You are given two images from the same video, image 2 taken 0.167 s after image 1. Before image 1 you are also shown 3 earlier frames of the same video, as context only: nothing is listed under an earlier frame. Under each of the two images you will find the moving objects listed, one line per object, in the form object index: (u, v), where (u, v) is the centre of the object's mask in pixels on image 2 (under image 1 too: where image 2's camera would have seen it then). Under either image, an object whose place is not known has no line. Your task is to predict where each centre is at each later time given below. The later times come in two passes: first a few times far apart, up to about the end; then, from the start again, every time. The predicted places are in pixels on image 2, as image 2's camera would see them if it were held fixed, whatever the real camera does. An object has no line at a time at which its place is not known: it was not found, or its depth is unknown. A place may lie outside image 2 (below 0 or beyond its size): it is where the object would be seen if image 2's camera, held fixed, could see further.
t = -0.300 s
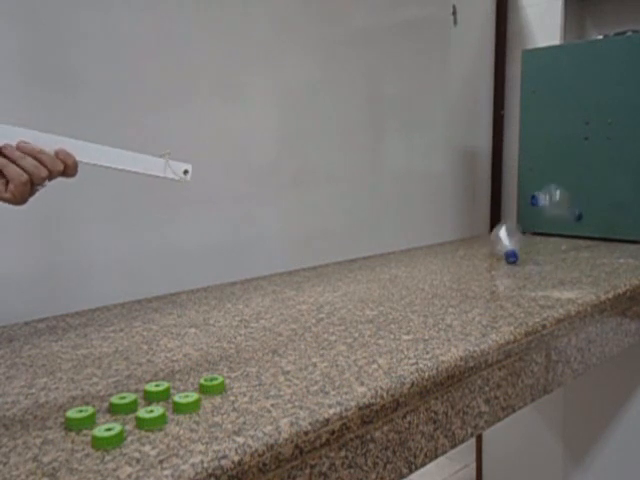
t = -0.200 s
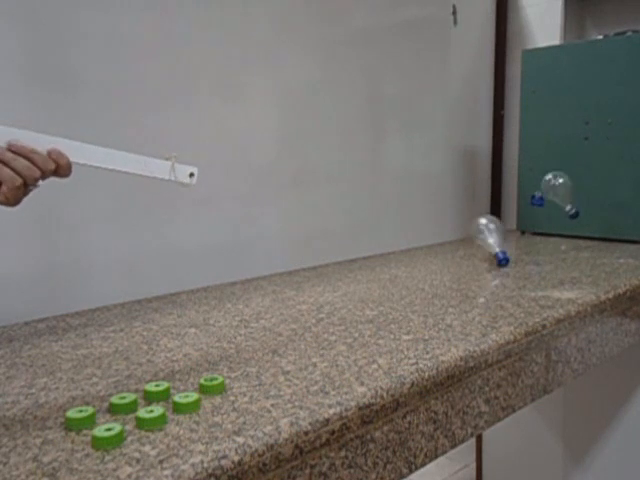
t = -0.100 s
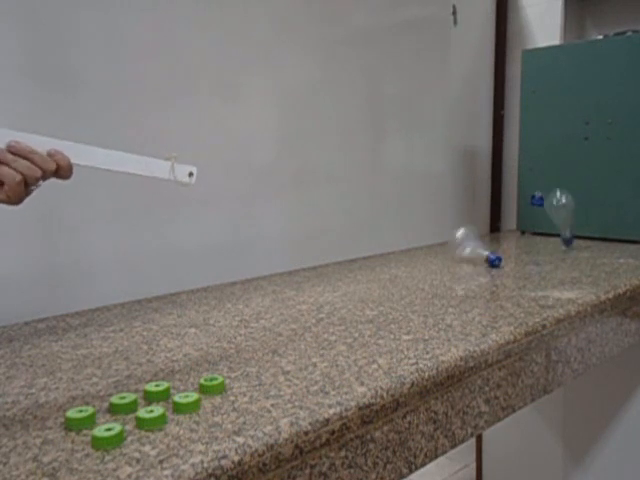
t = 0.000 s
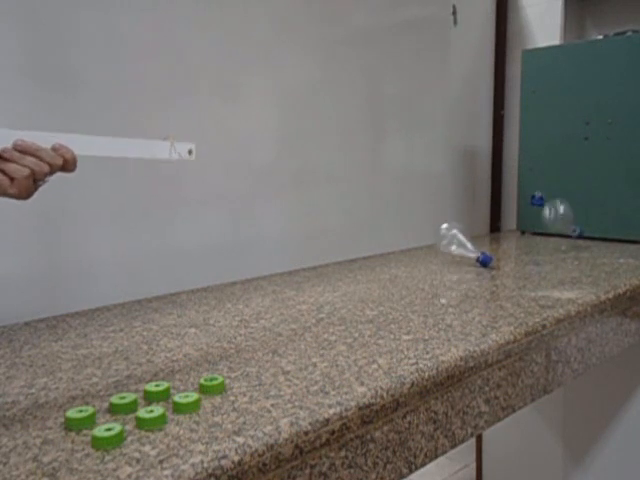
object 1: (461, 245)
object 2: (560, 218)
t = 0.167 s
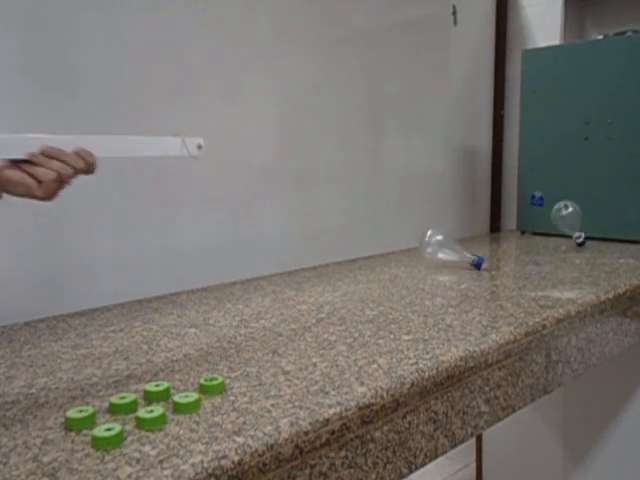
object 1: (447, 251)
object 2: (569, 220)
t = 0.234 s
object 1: (445, 255)
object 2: (572, 221)
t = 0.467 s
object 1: (453, 261)
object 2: (581, 227)
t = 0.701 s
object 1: (483, 263)
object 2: (587, 233)
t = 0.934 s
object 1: (535, 268)
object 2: (597, 235)
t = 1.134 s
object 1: (561, 268)
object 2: (605, 234)
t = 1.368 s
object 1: (578, 263)
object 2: (616, 236)
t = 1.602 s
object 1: (574, 258)
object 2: (627, 238)
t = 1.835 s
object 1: (559, 253)
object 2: (632, 239)
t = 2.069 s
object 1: (533, 248)
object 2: (627, 241)
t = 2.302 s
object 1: (505, 246)
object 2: (629, 240)
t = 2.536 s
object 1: (481, 247)
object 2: (627, 240)
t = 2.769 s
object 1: (464, 249)
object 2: (626, 239)
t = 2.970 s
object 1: (450, 253)
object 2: (625, 238)
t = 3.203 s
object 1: (442, 254)
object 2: (623, 238)
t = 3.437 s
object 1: (440, 257)
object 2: (618, 238)
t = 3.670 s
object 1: (444, 259)
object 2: (615, 238)
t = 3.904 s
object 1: (451, 263)
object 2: (616, 238)
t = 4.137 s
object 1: (464, 265)
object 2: (620, 238)
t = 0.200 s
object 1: (446, 254)
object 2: (571, 220)
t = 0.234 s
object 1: (445, 255)
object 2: (572, 221)
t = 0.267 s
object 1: (445, 254)
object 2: (574, 224)
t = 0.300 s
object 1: (446, 255)
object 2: (574, 228)
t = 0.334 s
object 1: (446, 258)
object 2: (575, 233)
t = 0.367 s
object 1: (448, 257)
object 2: (577, 229)
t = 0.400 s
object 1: (451, 258)
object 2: (578, 227)
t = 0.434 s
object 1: (452, 260)
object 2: (580, 226)
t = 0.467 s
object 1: (453, 261)
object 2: (581, 227)
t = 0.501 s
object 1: (456, 261)
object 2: (581, 230)
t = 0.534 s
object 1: (460, 263)
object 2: (582, 233)
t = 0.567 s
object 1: (464, 263)
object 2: (583, 231)
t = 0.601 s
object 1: (469, 264)
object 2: (584, 230)
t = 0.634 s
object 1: (472, 265)
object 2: (585, 230)
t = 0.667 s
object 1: (478, 264)
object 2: (586, 232)
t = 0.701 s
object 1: (483, 263)
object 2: (587, 233)
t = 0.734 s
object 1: (490, 264)
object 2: (589, 231)
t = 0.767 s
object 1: (497, 264)
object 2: (590, 231)
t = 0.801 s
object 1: (505, 266)
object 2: (591, 233)
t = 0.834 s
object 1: (512, 267)
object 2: (592, 234)
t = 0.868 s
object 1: (522, 268)
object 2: (594, 234)
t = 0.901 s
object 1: (528, 266)
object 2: (596, 233)
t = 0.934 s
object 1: (535, 268)
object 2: (597, 235)
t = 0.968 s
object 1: (539, 269)
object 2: (598, 233)
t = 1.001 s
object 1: (543, 269)
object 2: (599, 234)
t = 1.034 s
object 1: (550, 268)
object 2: (601, 234)
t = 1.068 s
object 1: (553, 268)
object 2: (602, 234)
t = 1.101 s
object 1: (556, 269)
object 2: (604, 235)
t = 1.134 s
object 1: (561, 268)
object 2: (605, 234)
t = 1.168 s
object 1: (565, 267)
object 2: (607, 235)
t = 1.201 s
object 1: (567, 267)
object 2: (608, 234)
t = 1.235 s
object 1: (569, 267)
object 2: (610, 235)
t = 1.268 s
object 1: (571, 266)
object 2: (611, 235)
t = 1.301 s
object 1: (574, 265)
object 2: (613, 235)
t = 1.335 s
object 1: (576, 264)
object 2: (614, 236)
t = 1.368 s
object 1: (578, 263)
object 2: (616, 236)
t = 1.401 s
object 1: (579, 263)
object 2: (618, 235)
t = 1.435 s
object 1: (579, 262)
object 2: (620, 235)
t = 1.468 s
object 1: (579, 261)
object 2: (622, 235)
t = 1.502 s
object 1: (579, 260)
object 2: (623, 237)
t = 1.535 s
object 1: (578, 260)
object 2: (625, 238)
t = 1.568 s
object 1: (577, 259)
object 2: (626, 238)
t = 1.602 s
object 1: (574, 258)
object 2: (627, 238)
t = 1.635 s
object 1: (573, 257)
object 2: (628, 238)
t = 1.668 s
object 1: (571, 256)
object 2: (629, 238)
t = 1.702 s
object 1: (571, 255)
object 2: (630, 238)
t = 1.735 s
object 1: (566, 255)
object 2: (630, 238)
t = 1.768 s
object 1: (563, 254)
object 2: (631, 238)
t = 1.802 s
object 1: (562, 253)
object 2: (631, 238)
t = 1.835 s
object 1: (559, 253)
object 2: (632, 239)
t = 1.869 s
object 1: (556, 252)
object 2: (632, 239)
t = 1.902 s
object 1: (552, 251)
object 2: (633, 239)
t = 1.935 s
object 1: (548, 251)
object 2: (633, 240)
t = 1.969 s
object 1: (544, 250)
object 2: (633, 240)
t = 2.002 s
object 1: (541, 250)
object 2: (634, 241)
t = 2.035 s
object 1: (537, 249)
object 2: (627, 242)
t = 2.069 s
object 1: (533, 248)
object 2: (627, 241)
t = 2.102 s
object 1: (528, 248)
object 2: (628, 241)
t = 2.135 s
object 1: (524, 247)
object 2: (628, 241)
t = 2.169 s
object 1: (520, 247)
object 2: (628, 241)
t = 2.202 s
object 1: (515, 246)
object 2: (628, 240)
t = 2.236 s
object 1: (512, 247)
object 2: (628, 240)
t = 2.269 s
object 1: (508, 246)
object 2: (629, 240)
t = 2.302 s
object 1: (505, 246)
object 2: (629, 240)
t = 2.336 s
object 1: (500, 246)
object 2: (628, 240)
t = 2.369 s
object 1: (497, 246)
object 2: (628, 240)
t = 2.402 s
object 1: (494, 246)
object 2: (628, 240)
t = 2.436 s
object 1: (491, 246)
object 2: (627, 240)
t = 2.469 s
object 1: (487, 246)
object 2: (627, 240)
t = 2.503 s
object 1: (485, 246)
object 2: (627, 240)
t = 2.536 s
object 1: (481, 247)
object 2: (627, 240)
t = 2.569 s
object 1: (478, 248)
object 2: (627, 240)
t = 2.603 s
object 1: (476, 247)
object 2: (627, 240)
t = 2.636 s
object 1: (474, 248)
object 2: (626, 240)
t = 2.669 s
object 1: (471, 248)
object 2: (627, 239)
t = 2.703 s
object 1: (468, 249)
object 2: (627, 239)
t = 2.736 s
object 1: (466, 250)
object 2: (626, 239)
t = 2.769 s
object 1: (464, 249)
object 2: (626, 239)
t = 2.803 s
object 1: (460, 250)
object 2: (627, 239)
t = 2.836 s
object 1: (458, 250)
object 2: (627, 239)
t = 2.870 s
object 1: (456, 251)
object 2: (626, 238)
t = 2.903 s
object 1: (454, 251)
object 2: (626, 238)
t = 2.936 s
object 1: (452, 252)
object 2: (626, 238)
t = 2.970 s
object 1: (450, 253)
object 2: (625, 238)
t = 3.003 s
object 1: (448, 253)
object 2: (625, 238)
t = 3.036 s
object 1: (447, 253)
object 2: (625, 238)
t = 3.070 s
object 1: (445, 253)
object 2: (625, 238)
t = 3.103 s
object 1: (444, 254)
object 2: (624, 238)
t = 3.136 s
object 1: (444, 254)
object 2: (624, 238)
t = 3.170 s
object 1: (442, 254)
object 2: (623, 238)
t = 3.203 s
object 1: (442, 254)
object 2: (623, 238)
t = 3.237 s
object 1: (441, 254)
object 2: (622, 238)
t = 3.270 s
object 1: (441, 255)
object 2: (622, 238)
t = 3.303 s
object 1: (441, 255)
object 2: (621, 238)
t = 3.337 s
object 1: (440, 255)
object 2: (621, 238)
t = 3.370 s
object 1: (440, 256)
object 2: (619, 237)
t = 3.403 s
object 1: (440, 257)
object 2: (618, 238)
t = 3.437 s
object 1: (440, 257)
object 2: (618, 238)
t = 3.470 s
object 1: (441, 257)
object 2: (617, 238)
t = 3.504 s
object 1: (440, 257)
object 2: (617, 238)
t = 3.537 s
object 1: (441, 258)
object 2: (616, 238)
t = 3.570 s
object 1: (441, 258)
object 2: (616, 238)
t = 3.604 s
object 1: (442, 259)
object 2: (615, 238)
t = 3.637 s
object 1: (443, 259)
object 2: (615, 238)
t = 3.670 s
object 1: (444, 259)
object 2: (615, 238)
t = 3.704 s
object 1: (445, 260)
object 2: (615, 238)
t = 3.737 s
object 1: (446, 260)
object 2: (615, 238)
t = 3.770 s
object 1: (447, 261)
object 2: (615, 238)
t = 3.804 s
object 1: (448, 261)
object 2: (615, 238)
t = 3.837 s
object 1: (450, 261)
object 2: (615, 238)
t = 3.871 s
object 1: (451, 262)
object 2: (616, 238)
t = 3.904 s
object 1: (451, 263)
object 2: (616, 238)
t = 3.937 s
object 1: (452, 263)
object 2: (617, 238)
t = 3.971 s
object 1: (453, 263)
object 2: (617, 238)
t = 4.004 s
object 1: (456, 264)
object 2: (618, 238)
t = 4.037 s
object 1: (458, 264)
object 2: (618, 238)
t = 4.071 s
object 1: (460, 264)
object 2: (619, 238)
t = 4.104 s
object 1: (462, 265)
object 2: (619, 238)
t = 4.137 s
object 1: (464, 265)
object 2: (620, 238)
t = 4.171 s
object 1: (466, 265)
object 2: (621, 238)
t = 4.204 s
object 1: (468, 266)
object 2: (622, 238)
